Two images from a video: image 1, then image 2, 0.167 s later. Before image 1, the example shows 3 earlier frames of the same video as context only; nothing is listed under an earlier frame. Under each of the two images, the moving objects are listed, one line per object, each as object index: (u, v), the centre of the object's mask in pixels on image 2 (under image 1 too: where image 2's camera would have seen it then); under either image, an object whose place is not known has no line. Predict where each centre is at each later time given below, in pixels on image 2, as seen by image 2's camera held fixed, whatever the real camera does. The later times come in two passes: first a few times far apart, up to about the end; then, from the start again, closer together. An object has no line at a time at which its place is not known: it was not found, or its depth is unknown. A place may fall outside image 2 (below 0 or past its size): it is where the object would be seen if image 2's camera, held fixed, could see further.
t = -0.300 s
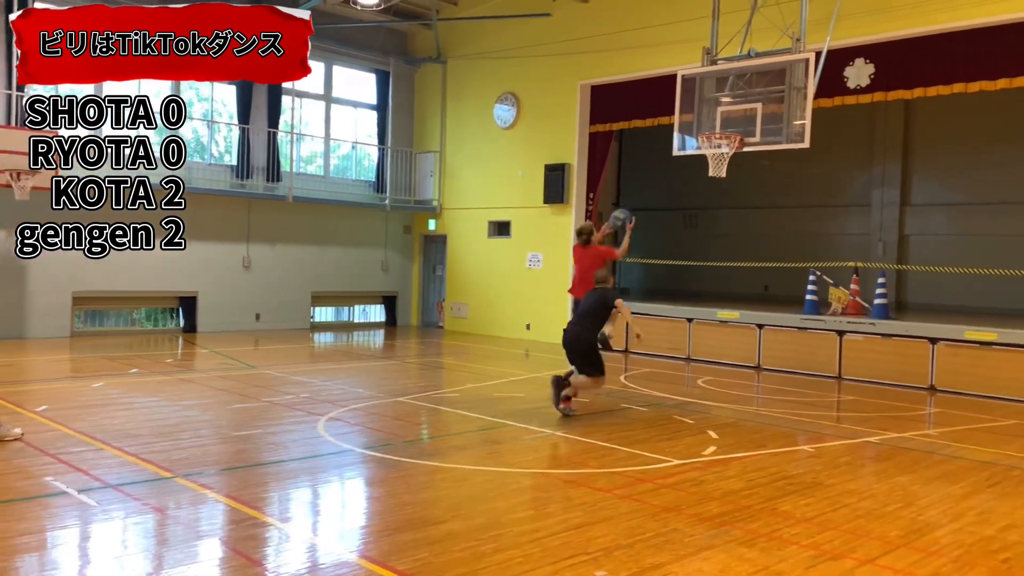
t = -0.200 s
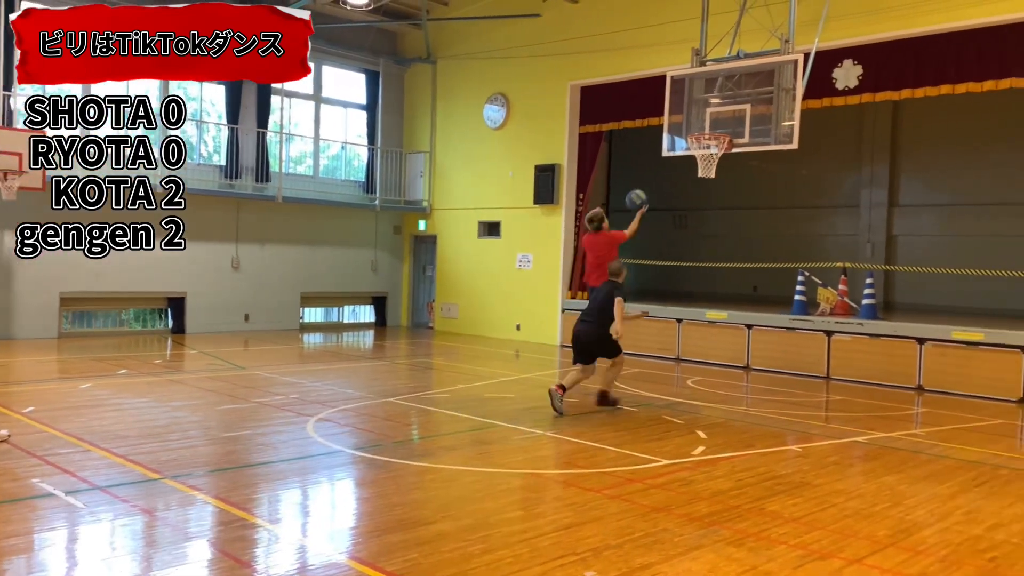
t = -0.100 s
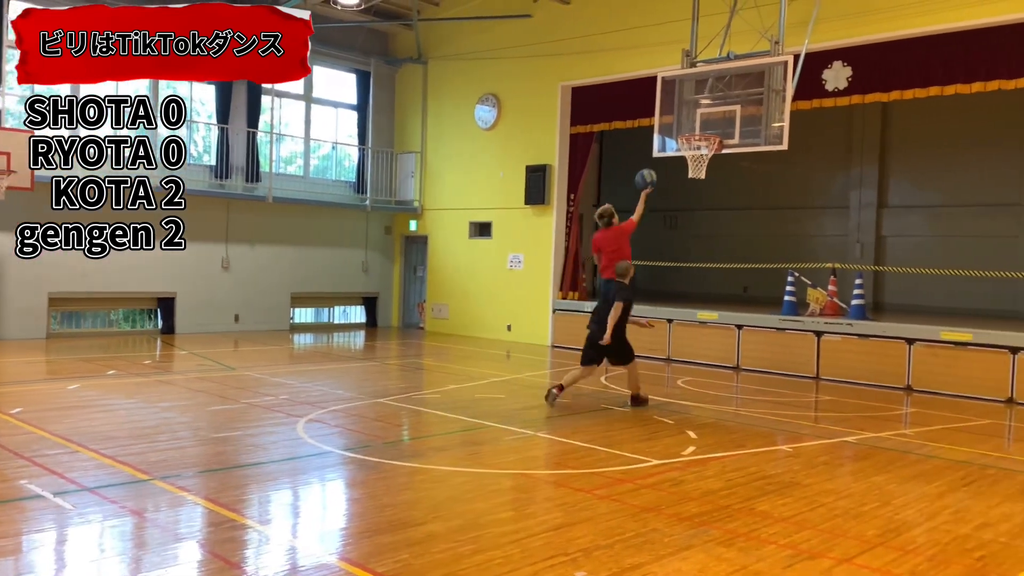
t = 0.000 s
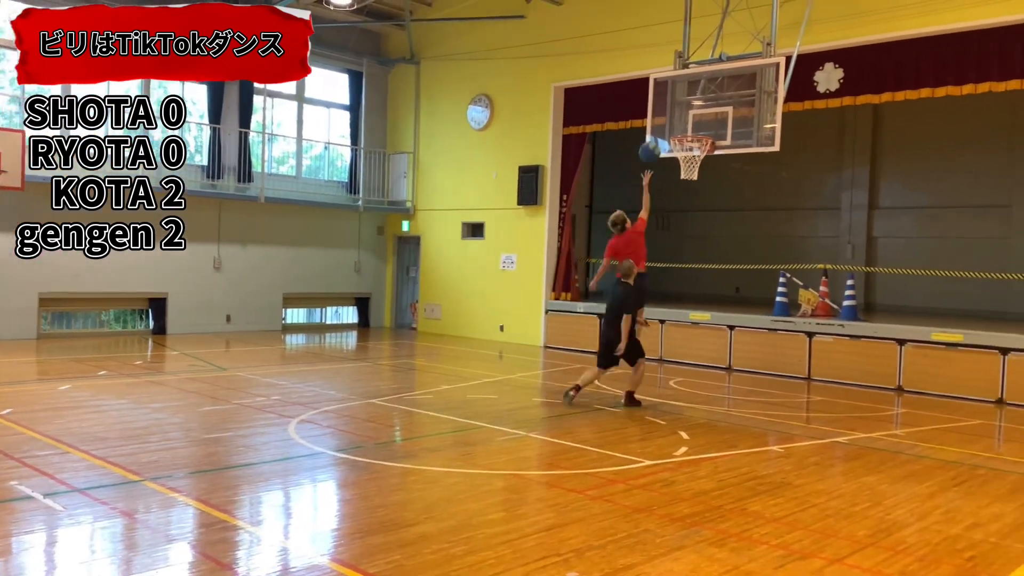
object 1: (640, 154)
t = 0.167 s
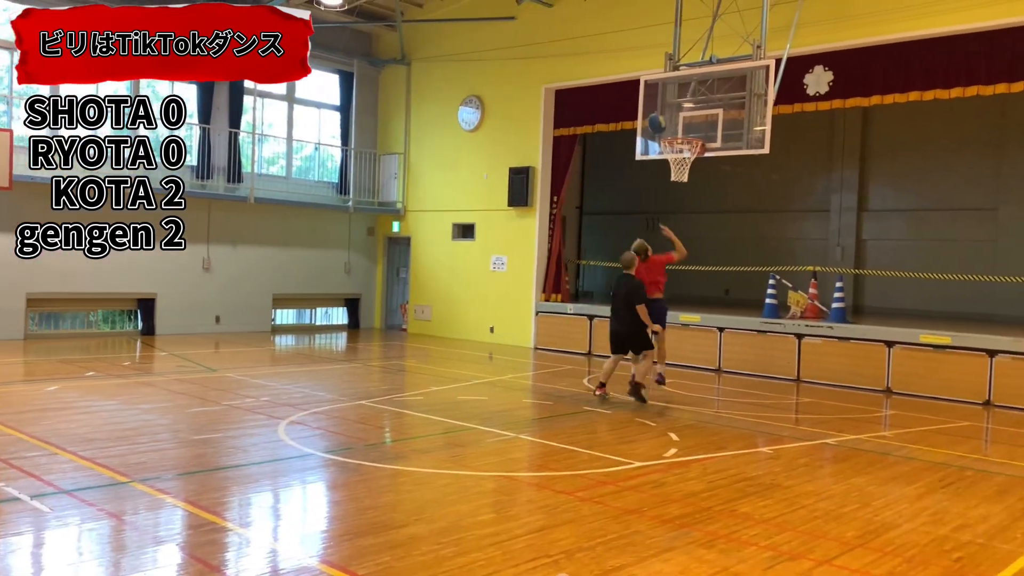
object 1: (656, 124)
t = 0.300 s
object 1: (667, 118)
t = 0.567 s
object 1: (685, 150)
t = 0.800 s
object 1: (677, 182)
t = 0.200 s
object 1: (659, 121)
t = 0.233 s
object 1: (661, 119)
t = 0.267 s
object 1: (664, 118)
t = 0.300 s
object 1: (667, 118)
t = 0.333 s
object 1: (670, 118)
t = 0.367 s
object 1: (673, 120)
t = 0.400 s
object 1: (674, 122)
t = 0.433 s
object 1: (677, 126)
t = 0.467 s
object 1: (681, 129)
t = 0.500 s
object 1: (682, 132)
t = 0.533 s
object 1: (683, 144)
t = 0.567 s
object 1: (685, 150)
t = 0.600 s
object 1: (684, 153)
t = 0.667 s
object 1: (677, 161)
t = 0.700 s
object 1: (679, 173)
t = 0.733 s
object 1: (676, 173)
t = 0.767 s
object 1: (677, 177)
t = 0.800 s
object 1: (677, 182)
